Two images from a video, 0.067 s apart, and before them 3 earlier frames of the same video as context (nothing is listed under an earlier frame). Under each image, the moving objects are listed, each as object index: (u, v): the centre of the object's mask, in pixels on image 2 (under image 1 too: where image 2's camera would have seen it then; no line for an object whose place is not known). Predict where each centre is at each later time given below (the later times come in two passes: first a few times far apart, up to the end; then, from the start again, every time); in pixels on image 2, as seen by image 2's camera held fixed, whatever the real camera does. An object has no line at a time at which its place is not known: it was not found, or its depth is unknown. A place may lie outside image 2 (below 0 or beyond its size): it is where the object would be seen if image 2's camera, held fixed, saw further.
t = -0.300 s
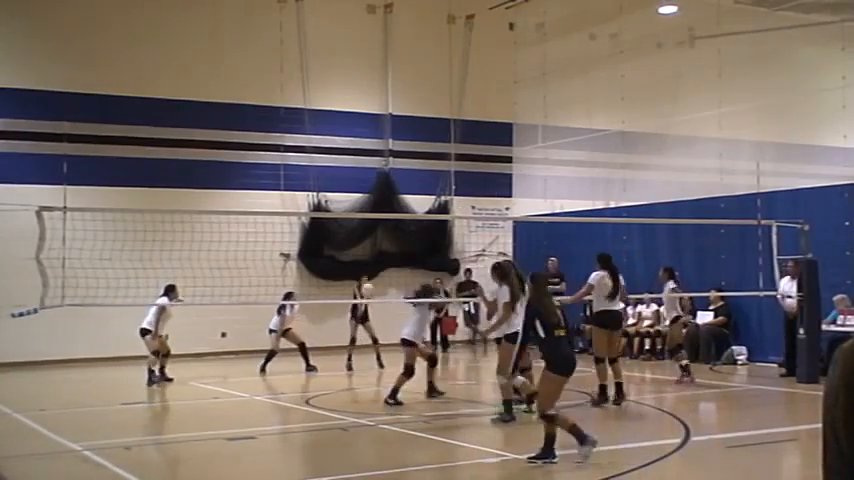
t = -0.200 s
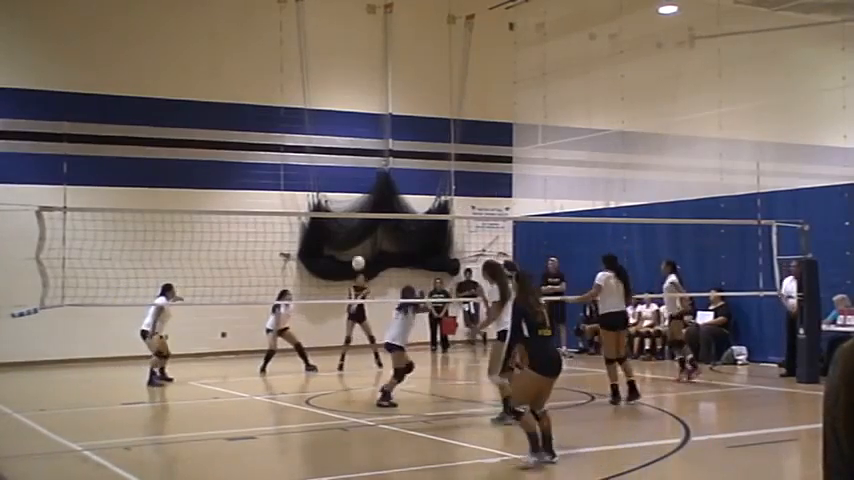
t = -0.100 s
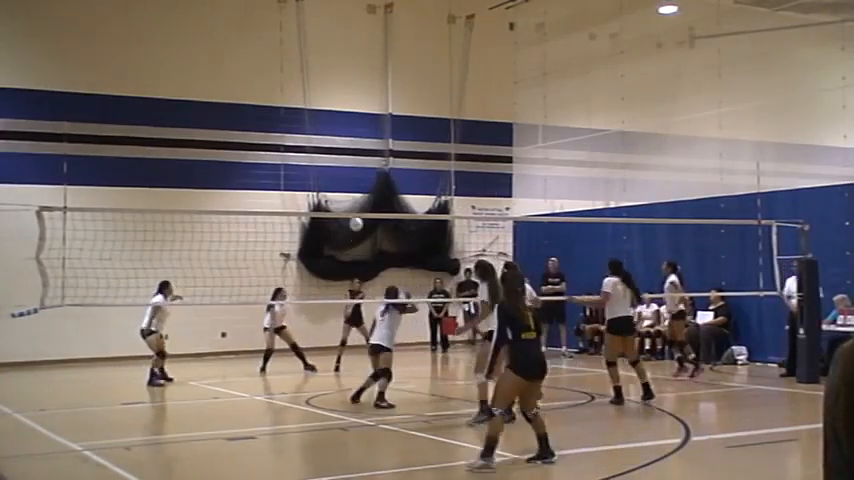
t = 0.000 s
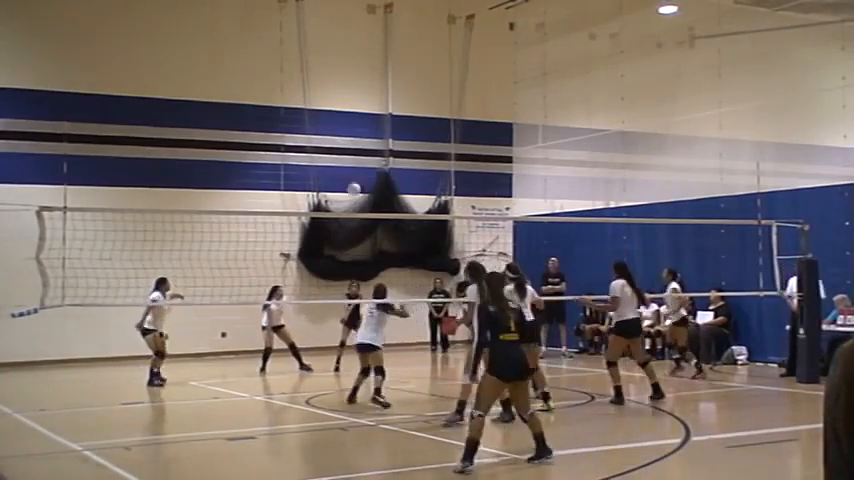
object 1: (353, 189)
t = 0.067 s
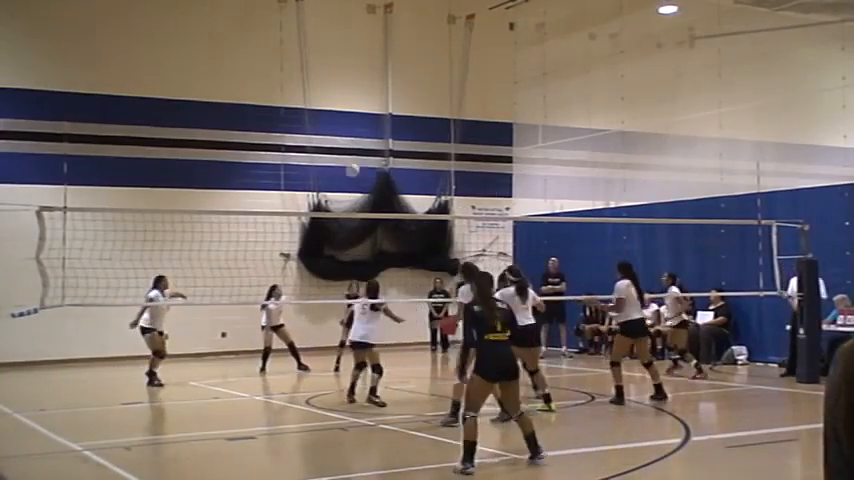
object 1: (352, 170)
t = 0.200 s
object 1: (349, 138)
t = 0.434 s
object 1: (343, 108)
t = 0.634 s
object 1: (339, 109)
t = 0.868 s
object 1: (333, 146)
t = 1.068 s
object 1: (326, 203)
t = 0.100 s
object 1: (352, 160)
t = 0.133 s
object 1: (351, 153)
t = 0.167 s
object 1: (349, 145)
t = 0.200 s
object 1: (349, 138)
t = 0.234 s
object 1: (348, 131)
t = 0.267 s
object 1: (347, 126)
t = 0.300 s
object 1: (346, 121)
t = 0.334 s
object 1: (345, 117)
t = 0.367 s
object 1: (345, 114)
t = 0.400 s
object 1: (344, 111)
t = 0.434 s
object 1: (343, 108)
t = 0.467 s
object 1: (342, 107)
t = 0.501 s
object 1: (342, 105)
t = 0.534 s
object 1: (341, 105)
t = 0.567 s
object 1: (340, 106)
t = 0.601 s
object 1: (339, 107)
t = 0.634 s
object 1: (339, 109)
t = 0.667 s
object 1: (338, 112)
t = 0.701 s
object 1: (337, 115)
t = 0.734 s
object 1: (337, 119)
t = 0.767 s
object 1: (336, 124)
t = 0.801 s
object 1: (335, 130)
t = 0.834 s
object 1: (335, 137)
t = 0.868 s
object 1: (333, 146)
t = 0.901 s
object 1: (333, 153)
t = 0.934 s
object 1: (332, 165)
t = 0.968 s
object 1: (331, 174)
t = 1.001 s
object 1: (331, 185)
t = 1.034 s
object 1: (329, 197)
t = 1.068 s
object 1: (326, 203)
